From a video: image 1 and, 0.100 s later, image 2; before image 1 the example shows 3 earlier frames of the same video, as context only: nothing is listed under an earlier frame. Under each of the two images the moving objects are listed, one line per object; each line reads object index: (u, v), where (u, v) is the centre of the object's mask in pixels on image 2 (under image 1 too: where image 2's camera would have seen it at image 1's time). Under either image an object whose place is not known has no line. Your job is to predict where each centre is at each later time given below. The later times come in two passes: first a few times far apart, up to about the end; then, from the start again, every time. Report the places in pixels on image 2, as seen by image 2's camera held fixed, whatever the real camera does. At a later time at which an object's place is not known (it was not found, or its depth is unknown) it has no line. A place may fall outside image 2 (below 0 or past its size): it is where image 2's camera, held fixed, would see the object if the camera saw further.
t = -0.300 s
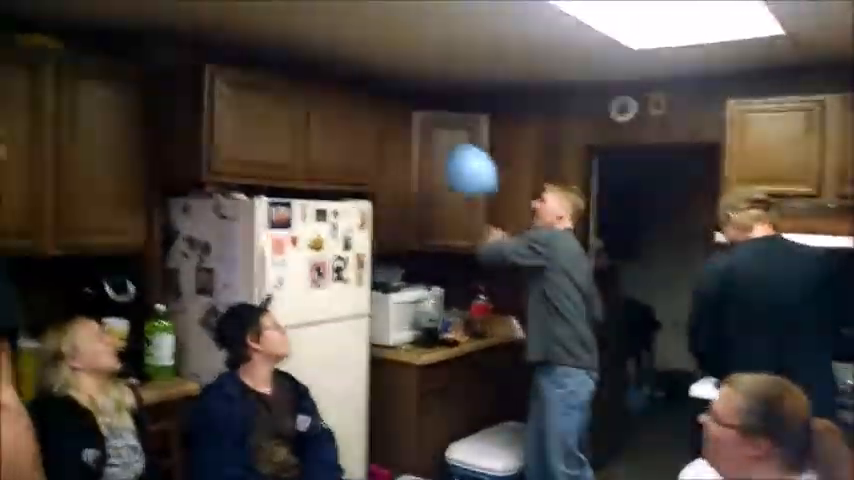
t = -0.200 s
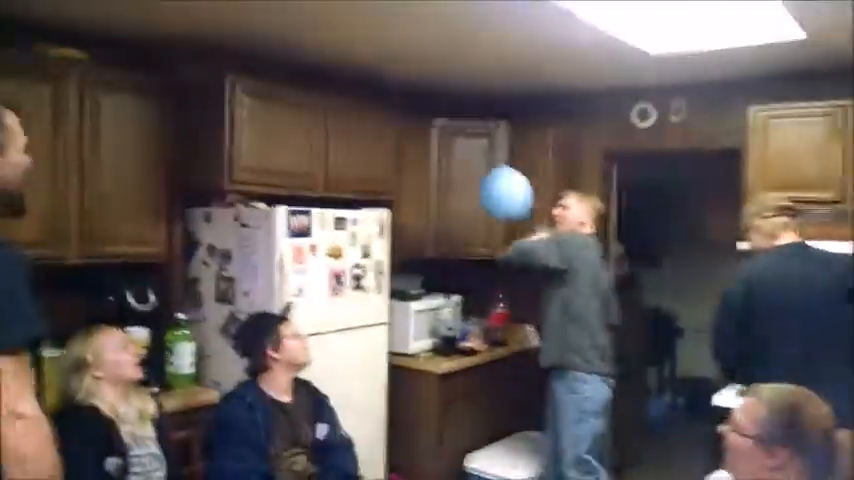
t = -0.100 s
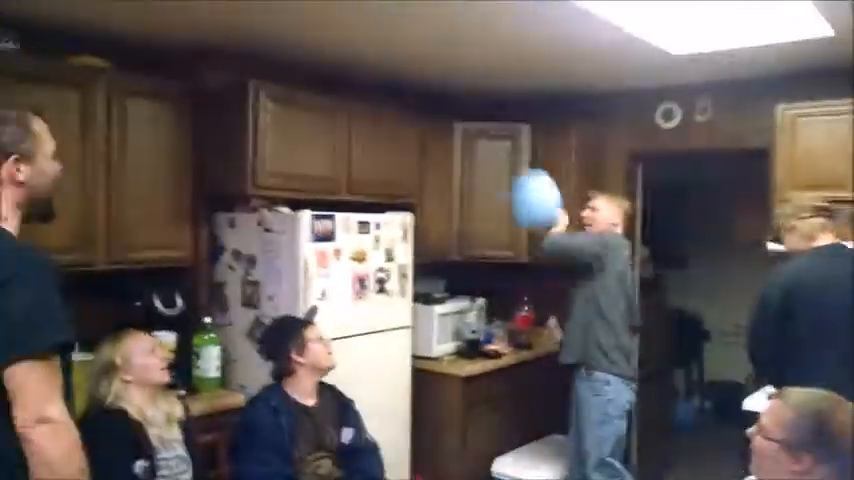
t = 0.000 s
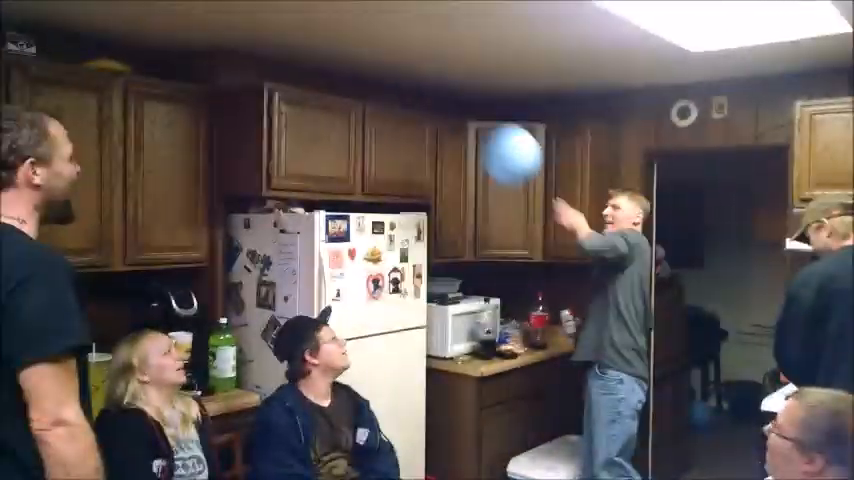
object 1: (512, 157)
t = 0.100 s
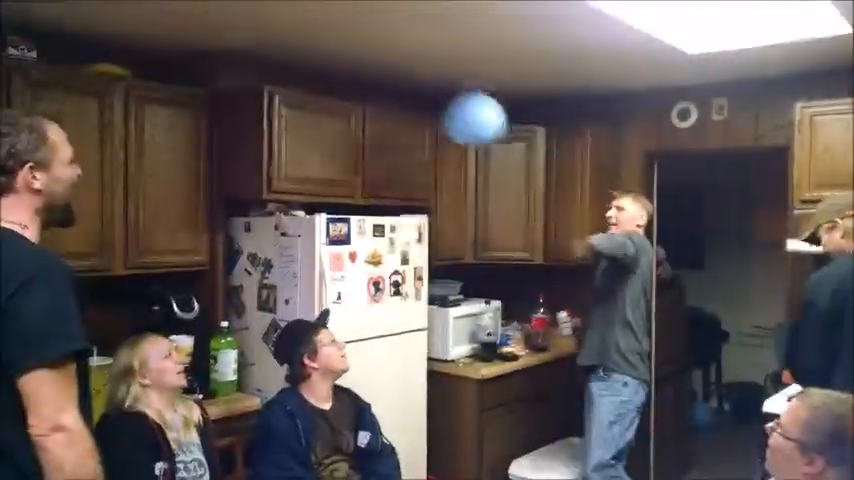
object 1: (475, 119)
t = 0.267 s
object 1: (425, 80)
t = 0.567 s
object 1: (377, 110)
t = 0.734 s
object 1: (368, 151)
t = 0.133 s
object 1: (464, 109)
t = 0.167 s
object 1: (453, 100)
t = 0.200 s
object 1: (442, 92)
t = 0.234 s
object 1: (433, 85)
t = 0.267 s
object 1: (425, 80)
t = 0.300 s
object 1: (415, 73)
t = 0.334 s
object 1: (408, 72)
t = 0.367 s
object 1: (401, 74)
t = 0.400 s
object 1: (395, 77)
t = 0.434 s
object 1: (389, 81)
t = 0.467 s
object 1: (385, 86)
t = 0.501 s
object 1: (381, 96)
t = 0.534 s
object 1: (379, 102)
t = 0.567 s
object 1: (377, 110)
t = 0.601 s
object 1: (374, 119)
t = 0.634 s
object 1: (372, 126)
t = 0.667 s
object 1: (371, 135)
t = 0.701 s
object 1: (369, 143)
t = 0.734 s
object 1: (368, 151)
